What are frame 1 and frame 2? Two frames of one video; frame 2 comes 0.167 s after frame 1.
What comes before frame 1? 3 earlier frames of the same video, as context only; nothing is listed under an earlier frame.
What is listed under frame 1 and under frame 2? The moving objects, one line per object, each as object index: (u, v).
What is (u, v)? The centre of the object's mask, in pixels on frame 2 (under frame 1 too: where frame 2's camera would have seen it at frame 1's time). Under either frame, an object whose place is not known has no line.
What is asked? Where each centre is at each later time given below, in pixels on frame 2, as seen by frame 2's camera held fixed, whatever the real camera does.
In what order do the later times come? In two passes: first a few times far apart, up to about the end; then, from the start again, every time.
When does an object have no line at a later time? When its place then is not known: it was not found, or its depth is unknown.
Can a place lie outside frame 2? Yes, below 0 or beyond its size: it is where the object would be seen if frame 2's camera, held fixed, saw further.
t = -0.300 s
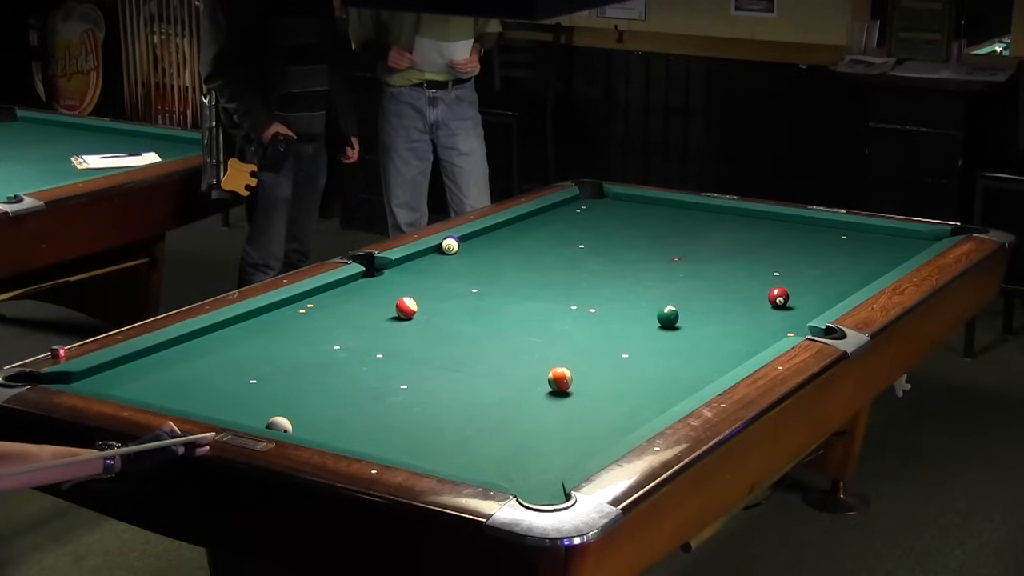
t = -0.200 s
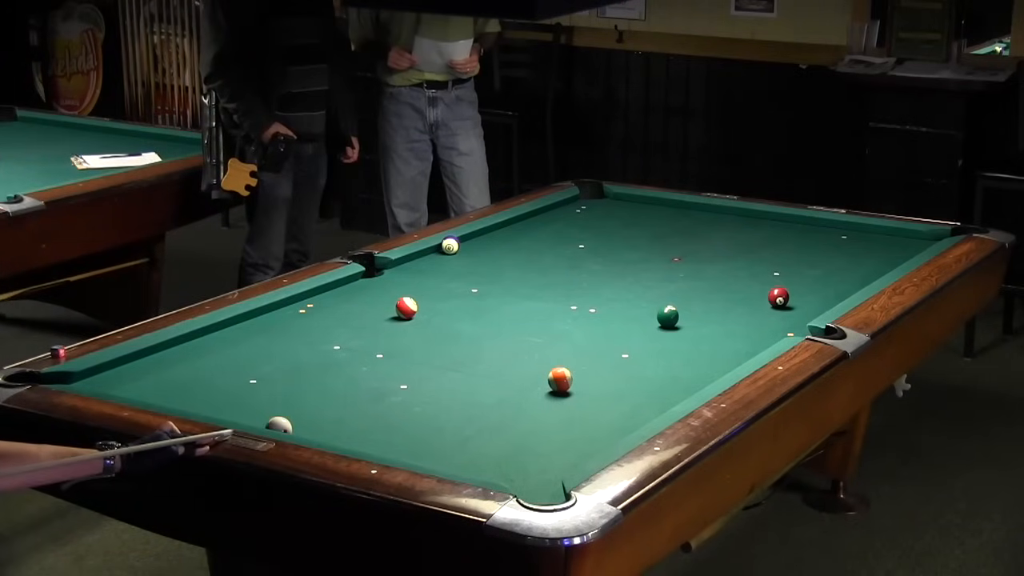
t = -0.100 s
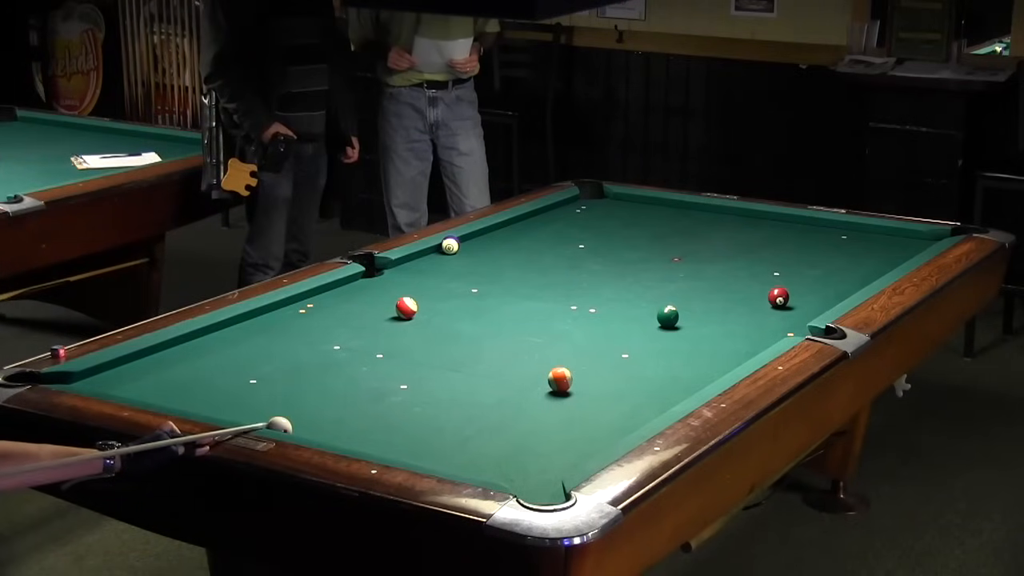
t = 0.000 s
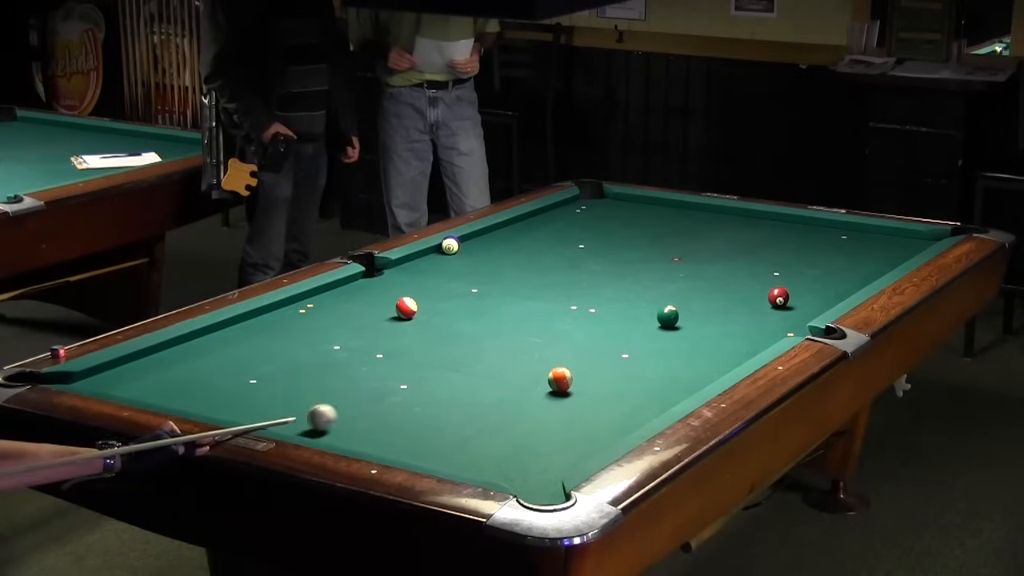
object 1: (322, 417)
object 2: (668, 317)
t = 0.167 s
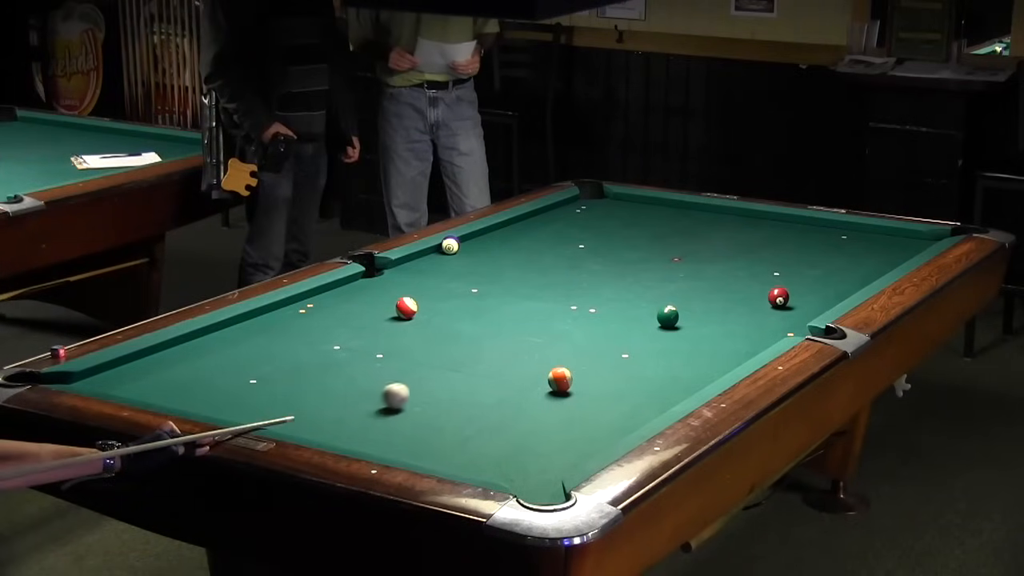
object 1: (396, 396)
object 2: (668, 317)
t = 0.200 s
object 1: (410, 392)
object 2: (668, 317)
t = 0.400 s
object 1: (489, 369)
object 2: (668, 317)
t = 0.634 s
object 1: (571, 346)
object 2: (668, 317)
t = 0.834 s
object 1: (634, 327)
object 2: (668, 317)
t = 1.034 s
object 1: (664, 320)
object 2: (692, 309)
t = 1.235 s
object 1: (681, 318)
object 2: (723, 298)
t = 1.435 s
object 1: (697, 316)
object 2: (751, 288)
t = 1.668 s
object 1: (713, 314)
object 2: (781, 277)
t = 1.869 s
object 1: (726, 312)
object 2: (805, 269)
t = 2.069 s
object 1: (737, 310)
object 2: (828, 261)
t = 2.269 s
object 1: (748, 309)
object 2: (849, 254)
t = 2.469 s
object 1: (757, 308)
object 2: (869, 247)
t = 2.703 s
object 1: (766, 307)
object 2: (891, 240)
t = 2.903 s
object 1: (773, 307)
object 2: (908, 235)
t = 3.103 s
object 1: (779, 306)
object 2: (910, 235)
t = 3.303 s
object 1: (783, 306)
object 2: (907, 241)
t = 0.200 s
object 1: (410, 392)
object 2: (668, 317)
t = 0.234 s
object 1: (423, 388)
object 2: (668, 317)
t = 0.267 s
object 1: (437, 384)
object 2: (668, 317)
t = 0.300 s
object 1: (450, 380)
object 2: (668, 317)
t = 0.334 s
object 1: (463, 377)
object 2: (668, 317)
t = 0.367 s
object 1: (476, 372)
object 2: (668, 317)
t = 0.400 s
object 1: (489, 369)
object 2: (668, 317)
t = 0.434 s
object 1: (501, 365)
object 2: (668, 317)
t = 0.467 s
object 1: (513, 362)
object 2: (668, 317)
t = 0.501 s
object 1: (525, 359)
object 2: (668, 317)
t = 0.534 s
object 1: (537, 355)
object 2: (668, 317)
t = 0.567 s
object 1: (548, 352)
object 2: (668, 317)
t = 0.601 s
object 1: (559, 348)
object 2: (668, 317)
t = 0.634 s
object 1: (571, 346)
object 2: (668, 317)
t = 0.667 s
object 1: (582, 343)
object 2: (668, 317)
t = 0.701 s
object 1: (593, 339)
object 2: (668, 317)
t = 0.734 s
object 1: (603, 336)
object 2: (668, 317)
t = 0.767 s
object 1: (614, 333)
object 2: (668, 317)
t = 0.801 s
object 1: (624, 330)
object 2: (668, 317)
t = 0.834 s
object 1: (634, 327)
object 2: (668, 317)
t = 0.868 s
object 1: (644, 324)
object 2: (668, 317)
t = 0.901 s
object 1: (654, 322)
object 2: (671, 316)
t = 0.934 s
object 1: (656, 322)
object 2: (676, 314)
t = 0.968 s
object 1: (658, 321)
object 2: (682, 312)
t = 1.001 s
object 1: (661, 321)
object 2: (687, 310)
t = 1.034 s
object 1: (664, 320)
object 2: (692, 309)
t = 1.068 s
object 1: (667, 320)
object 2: (697, 306)
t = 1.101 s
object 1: (670, 319)
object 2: (703, 305)
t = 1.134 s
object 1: (673, 319)
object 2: (708, 303)
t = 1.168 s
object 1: (675, 319)
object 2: (713, 302)
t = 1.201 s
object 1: (678, 318)
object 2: (718, 299)
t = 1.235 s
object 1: (681, 318)
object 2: (723, 298)
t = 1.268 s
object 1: (684, 318)
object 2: (727, 297)
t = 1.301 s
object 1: (686, 317)
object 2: (732, 295)
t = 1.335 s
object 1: (689, 317)
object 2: (737, 292)
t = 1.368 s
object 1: (692, 316)
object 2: (741, 292)
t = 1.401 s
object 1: (694, 316)
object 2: (746, 290)
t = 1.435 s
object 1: (697, 316)
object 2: (751, 288)
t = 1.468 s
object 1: (699, 316)
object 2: (755, 286)
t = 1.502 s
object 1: (702, 315)
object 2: (760, 285)
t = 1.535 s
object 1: (704, 315)
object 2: (764, 283)
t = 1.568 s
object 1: (706, 314)
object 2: (768, 281)
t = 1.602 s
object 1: (709, 314)
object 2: (772, 279)
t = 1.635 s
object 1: (711, 314)
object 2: (777, 278)
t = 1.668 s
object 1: (713, 314)
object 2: (781, 277)
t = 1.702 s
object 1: (716, 313)
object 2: (785, 276)
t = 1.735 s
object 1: (718, 313)
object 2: (789, 274)
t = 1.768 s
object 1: (720, 313)
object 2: (794, 273)
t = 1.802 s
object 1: (722, 312)
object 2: (798, 272)
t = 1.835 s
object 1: (724, 312)
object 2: (801, 271)
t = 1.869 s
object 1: (726, 312)
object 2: (805, 269)
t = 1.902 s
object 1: (728, 312)
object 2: (809, 267)
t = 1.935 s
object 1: (730, 311)
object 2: (813, 267)
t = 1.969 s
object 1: (732, 311)
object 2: (816, 265)
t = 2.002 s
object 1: (734, 311)
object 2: (821, 264)
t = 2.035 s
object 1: (736, 311)
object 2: (825, 263)
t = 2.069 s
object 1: (737, 310)
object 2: (828, 261)
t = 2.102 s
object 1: (740, 310)
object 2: (831, 260)
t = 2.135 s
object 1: (741, 310)
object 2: (835, 259)
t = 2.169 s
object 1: (743, 310)
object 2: (838, 257)
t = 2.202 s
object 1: (745, 309)
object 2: (842, 257)
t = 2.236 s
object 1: (746, 309)
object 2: (845, 255)
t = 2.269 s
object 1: (748, 309)
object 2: (849, 254)
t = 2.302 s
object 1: (749, 309)
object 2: (853, 253)
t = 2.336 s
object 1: (751, 309)
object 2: (856, 252)
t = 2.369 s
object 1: (753, 309)
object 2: (859, 250)
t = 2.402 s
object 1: (754, 308)
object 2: (863, 250)
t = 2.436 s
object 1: (755, 308)
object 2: (865, 249)
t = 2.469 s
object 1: (757, 308)
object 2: (869, 247)
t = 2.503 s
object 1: (758, 308)
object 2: (871, 246)
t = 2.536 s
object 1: (759, 308)
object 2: (875, 245)
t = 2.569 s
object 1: (761, 308)
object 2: (879, 244)
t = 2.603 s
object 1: (762, 308)
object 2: (882, 243)
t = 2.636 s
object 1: (764, 307)
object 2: (885, 242)
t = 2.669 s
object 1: (765, 307)
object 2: (888, 241)
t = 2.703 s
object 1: (766, 307)
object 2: (891, 240)
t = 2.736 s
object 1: (768, 307)
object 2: (893, 240)
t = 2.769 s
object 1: (769, 307)
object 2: (896, 238)
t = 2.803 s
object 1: (770, 307)
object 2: (899, 237)
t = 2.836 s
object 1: (771, 307)
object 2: (902, 236)
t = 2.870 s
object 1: (772, 307)
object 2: (904, 236)
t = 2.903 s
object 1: (773, 307)
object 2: (908, 235)
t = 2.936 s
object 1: (774, 307)
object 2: (912, 234)
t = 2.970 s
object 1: (775, 307)
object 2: (913, 234)
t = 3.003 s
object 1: (776, 307)
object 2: (912, 234)
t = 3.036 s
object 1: (777, 306)
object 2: (912, 235)
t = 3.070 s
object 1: (778, 307)
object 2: (911, 235)
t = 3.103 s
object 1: (779, 306)
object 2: (910, 235)
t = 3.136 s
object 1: (780, 306)
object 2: (909, 236)
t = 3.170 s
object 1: (781, 306)
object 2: (909, 237)
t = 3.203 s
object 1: (781, 306)
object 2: (908, 238)
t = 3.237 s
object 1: (782, 306)
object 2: (908, 239)
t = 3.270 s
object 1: (783, 306)
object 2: (907, 240)
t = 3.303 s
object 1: (783, 306)
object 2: (907, 241)
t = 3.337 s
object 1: (784, 306)
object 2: (908, 241)
